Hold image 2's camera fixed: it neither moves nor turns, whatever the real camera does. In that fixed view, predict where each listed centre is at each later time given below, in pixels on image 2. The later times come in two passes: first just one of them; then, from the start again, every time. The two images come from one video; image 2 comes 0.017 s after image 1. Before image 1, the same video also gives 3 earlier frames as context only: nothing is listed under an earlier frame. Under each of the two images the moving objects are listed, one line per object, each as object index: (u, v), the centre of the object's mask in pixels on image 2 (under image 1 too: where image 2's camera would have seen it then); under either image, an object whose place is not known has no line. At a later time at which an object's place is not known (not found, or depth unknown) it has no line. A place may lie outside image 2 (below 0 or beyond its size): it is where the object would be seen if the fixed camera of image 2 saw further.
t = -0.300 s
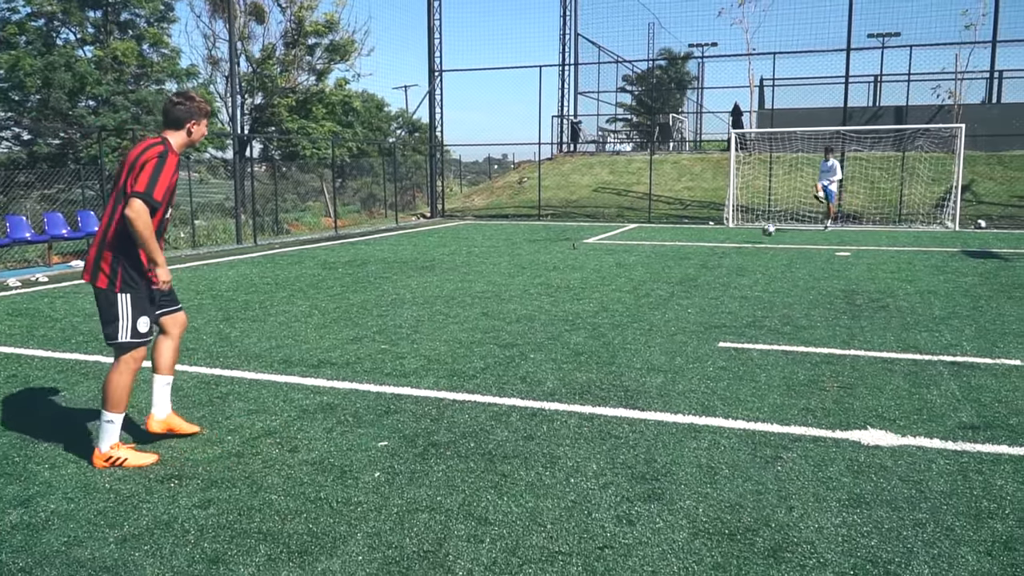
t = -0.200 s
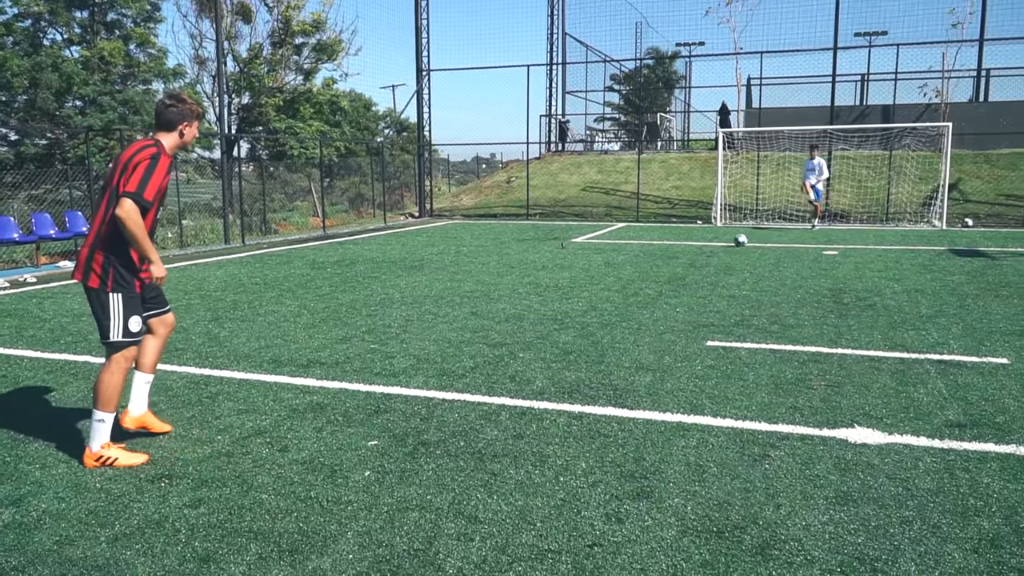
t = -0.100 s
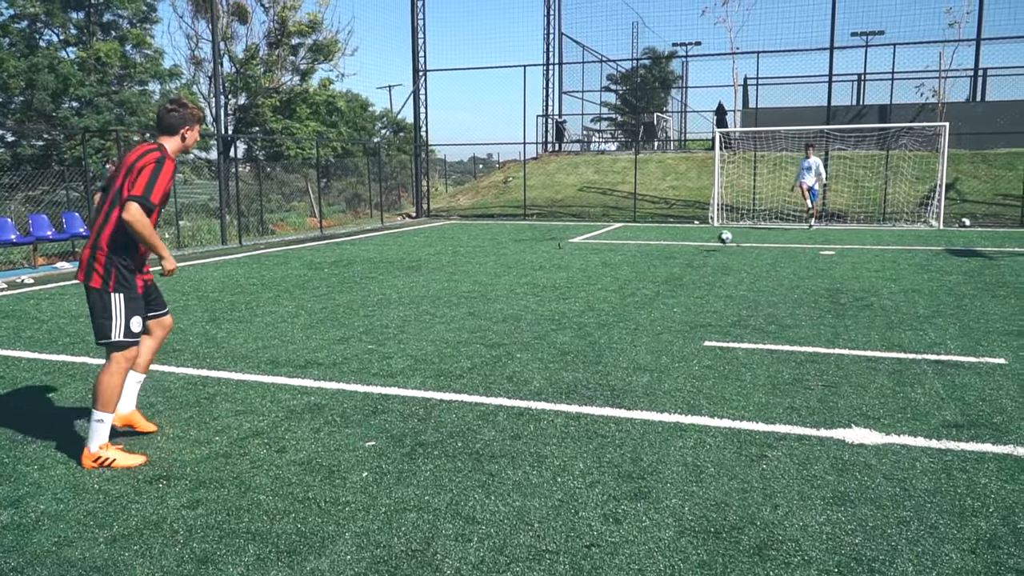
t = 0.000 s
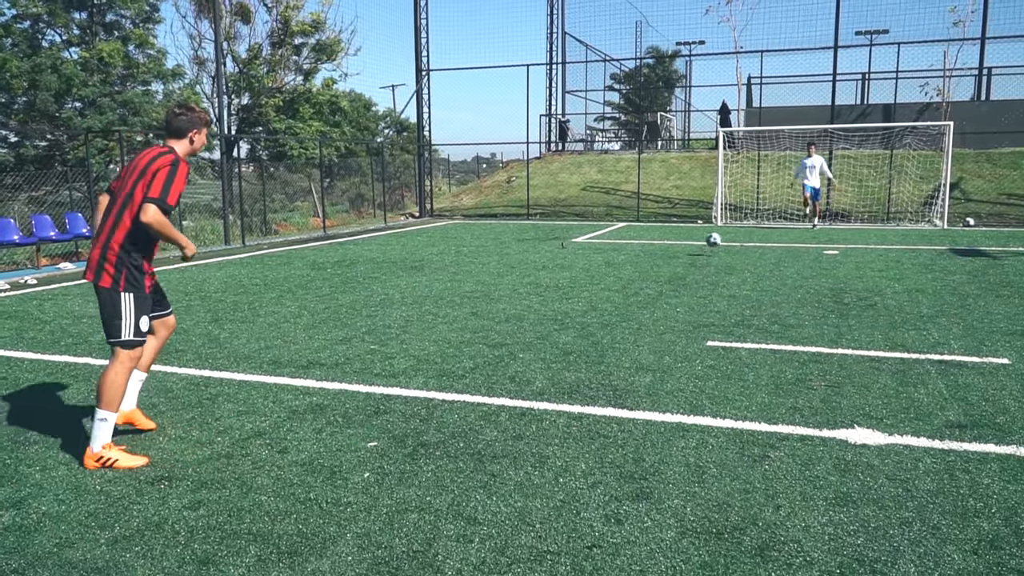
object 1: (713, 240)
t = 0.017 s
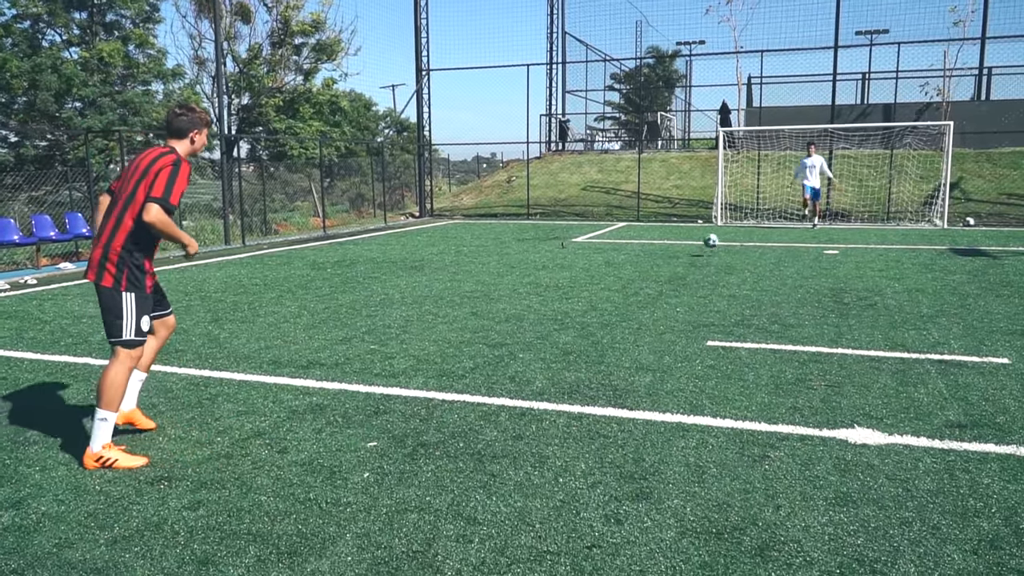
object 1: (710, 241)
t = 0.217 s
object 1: (677, 256)
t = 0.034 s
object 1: (708, 242)
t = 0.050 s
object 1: (705, 243)
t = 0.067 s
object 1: (702, 246)
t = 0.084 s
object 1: (699, 248)
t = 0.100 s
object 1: (697, 250)
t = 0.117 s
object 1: (694, 252)
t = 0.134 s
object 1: (690, 255)
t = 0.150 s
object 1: (687, 257)
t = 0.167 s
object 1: (685, 257)
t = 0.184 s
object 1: (683, 257)
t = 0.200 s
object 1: (680, 256)
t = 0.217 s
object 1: (677, 256)
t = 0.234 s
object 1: (675, 256)
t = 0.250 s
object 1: (672, 257)
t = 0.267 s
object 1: (669, 257)
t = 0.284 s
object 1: (666, 258)
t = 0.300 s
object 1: (663, 259)
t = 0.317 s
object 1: (660, 260)
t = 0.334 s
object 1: (657, 261)
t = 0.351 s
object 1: (654, 263)
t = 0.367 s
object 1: (651, 265)
